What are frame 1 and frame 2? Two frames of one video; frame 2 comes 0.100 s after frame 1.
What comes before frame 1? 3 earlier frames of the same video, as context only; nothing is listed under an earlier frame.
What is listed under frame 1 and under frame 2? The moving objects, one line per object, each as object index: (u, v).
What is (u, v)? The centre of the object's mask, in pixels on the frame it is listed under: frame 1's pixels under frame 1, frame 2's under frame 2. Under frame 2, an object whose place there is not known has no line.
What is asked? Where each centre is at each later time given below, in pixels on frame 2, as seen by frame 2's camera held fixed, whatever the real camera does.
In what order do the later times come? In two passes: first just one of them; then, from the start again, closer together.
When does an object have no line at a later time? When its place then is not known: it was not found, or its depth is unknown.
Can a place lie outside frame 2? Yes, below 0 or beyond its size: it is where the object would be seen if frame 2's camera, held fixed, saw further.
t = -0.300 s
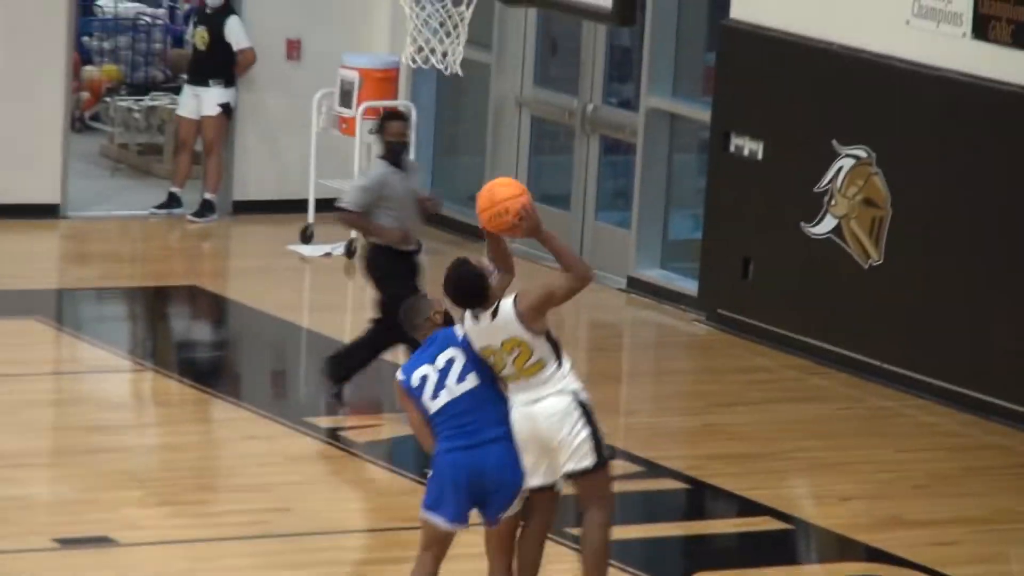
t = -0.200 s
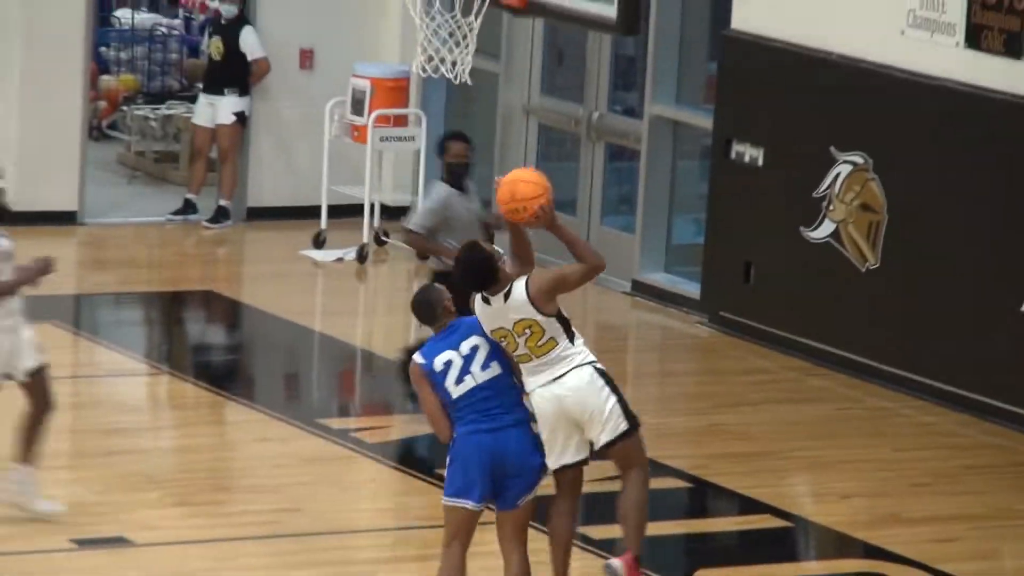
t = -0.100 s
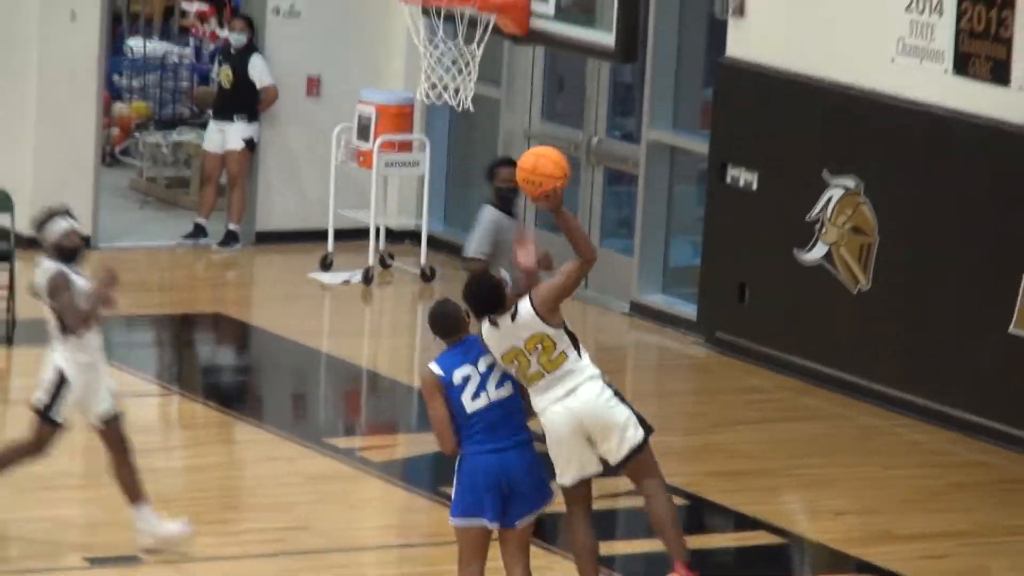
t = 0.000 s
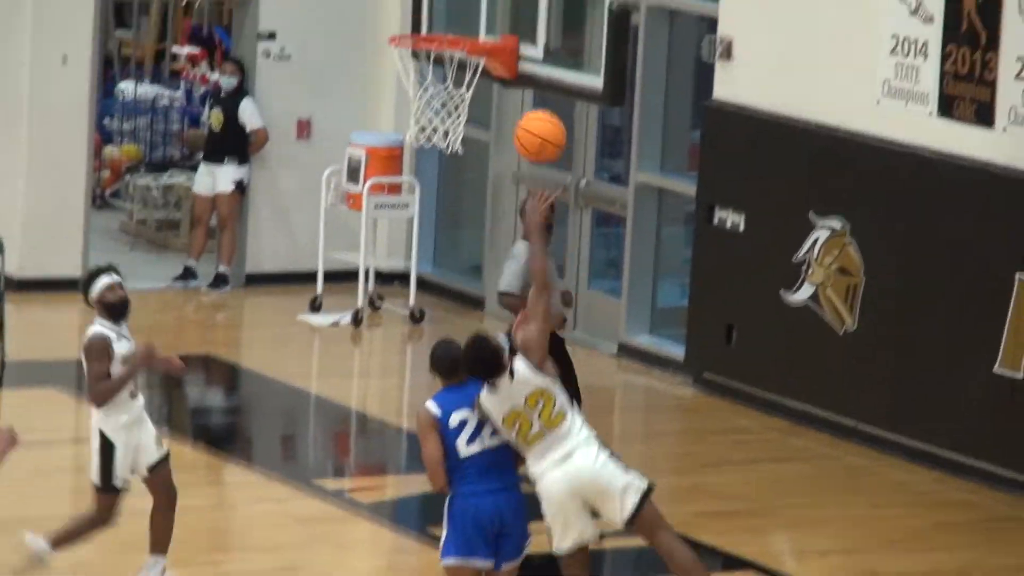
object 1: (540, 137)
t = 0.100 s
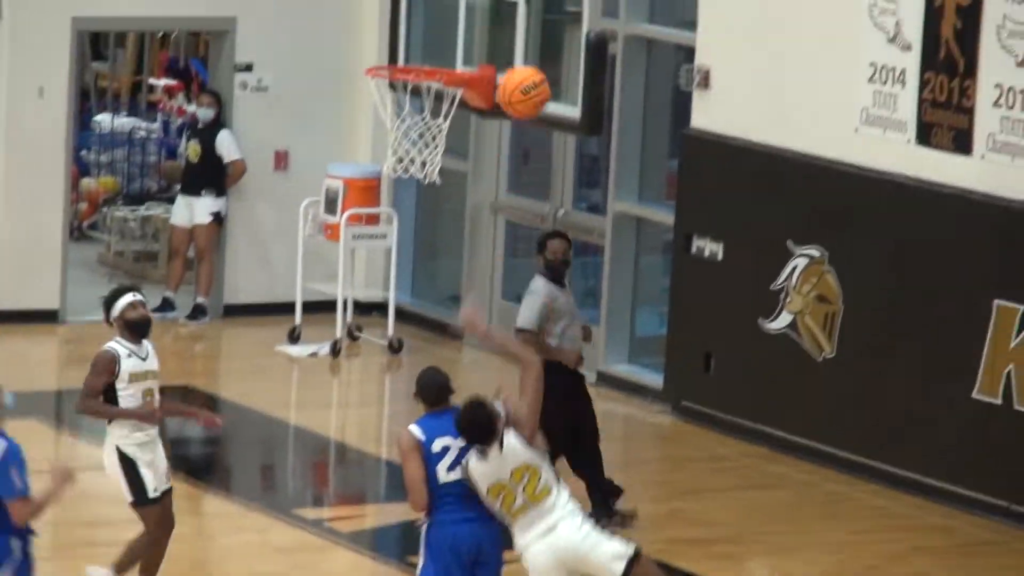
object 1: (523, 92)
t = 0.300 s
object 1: (485, 36)
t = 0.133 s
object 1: (526, 72)
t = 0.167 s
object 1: (527, 55)
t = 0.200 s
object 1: (527, 41)
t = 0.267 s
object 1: (498, 35)
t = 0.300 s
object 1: (485, 36)
